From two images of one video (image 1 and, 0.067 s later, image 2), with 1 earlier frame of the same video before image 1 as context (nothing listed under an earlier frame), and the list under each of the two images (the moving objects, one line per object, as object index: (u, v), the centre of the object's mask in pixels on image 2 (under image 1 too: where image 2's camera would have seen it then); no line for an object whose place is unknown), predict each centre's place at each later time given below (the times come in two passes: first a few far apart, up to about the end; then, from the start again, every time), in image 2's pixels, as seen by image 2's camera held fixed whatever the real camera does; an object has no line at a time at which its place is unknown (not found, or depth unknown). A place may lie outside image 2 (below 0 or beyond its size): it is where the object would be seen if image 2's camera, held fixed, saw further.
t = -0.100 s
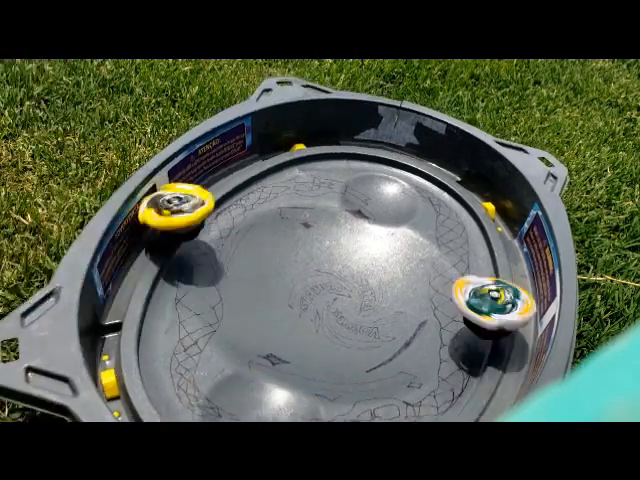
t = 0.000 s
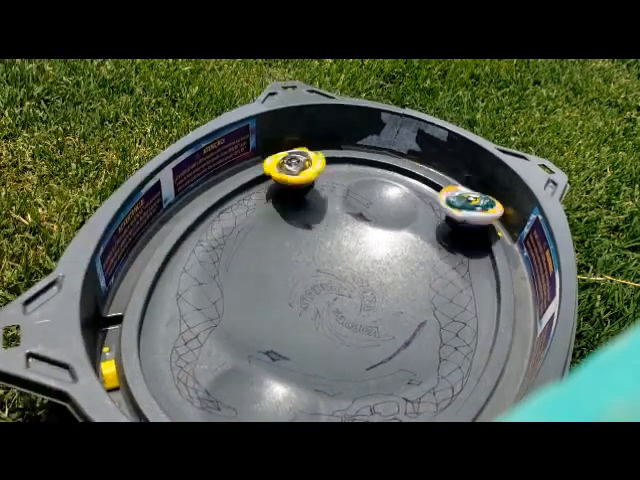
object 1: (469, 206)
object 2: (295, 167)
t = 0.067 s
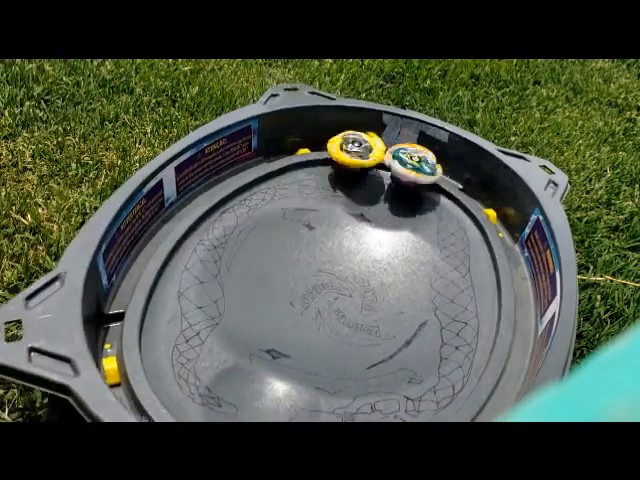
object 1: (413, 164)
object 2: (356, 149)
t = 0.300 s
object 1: (469, 204)
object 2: (228, 203)
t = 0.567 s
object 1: (481, 275)
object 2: (306, 408)
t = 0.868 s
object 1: (483, 274)
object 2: (391, 403)
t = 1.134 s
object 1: (369, 220)
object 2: (281, 408)
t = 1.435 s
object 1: (235, 298)
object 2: (262, 362)
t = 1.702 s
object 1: (289, 297)
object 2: (293, 373)
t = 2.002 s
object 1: (349, 236)
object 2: (280, 399)
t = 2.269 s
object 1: (343, 243)
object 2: (340, 314)
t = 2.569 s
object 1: (358, 217)
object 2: (354, 349)
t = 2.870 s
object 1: (364, 264)
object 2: (305, 316)
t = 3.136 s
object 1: (353, 279)
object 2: (270, 290)
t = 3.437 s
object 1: (345, 322)
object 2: (275, 248)
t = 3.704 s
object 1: (323, 313)
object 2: (341, 265)
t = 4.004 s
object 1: (294, 278)
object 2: (409, 301)
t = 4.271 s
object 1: (322, 267)
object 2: (355, 320)
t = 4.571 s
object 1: (366, 274)
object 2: (262, 283)
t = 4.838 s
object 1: (354, 302)
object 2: (289, 262)
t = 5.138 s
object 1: (312, 328)
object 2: (374, 273)
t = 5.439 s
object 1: (308, 291)
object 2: (374, 318)
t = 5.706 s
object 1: (336, 246)
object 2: (299, 309)
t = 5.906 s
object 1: (362, 258)
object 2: (297, 268)
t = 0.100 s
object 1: (419, 170)
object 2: (344, 125)
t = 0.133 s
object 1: (431, 175)
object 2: (325, 119)
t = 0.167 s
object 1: (447, 179)
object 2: (304, 124)
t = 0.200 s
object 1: (455, 188)
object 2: (280, 139)
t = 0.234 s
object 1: (459, 193)
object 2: (260, 164)
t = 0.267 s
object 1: (467, 197)
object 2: (246, 187)
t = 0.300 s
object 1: (469, 204)
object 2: (228, 203)
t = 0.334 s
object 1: (475, 212)
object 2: (207, 221)
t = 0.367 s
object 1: (478, 219)
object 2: (183, 240)
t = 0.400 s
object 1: (480, 224)
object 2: (169, 265)
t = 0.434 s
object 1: (483, 232)
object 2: (162, 300)
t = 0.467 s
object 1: (484, 241)
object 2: (167, 341)
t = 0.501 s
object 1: (484, 251)
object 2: (197, 380)
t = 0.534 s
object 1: (483, 262)
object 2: (247, 401)
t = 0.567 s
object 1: (481, 275)
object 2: (306, 408)
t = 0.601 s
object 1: (479, 290)
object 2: (358, 409)
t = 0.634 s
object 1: (474, 305)
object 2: (402, 401)
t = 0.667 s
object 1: (470, 319)
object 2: (431, 390)
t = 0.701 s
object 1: (477, 324)
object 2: (439, 385)
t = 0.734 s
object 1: (485, 311)
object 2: (428, 388)
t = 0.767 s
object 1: (488, 301)
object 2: (420, 393)
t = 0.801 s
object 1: (485, 289)
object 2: (411, 397)
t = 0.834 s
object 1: (486, 280)
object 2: (401, 400)
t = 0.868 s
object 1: (483, 274)
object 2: (391, 403)
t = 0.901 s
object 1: (478, 267)
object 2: (380, 406)
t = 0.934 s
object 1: (471, 260)
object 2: (365, 408)
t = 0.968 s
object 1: (461, 252)
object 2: (351, 409)
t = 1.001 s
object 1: (447, 244)
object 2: (337, 408)
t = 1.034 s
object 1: (430, 236)
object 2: (323, 408)
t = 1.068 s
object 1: (411, 229)
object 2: (310, 409)
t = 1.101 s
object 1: (391, 223)
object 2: (296, 408)
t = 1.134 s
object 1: (369, 220)
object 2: (281, 408)
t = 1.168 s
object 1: (347, 219)
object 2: (269, 406)
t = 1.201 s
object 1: (325, 221)
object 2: (261, 405)
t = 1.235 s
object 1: (302, 225)
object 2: (259, 403)
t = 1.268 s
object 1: (282, 232)
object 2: (262, 401)
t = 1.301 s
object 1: (264, 242)
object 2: (270, 398)
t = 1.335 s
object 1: (250, 254)
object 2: (278, 393)
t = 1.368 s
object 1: (240, 268)
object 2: (278, 382)
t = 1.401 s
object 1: (235, 282)
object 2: (272, 370)
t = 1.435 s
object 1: (235, 298)
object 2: (262, 362)
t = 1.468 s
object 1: (235, 297)
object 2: (250, 380)
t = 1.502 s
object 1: (236, 300)
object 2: (244, 393)
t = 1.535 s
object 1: (242, 302)
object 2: (251, 399)
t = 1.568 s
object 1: (249, 302)
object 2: (264, 401)
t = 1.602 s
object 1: (256, 302)
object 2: (281, 400)
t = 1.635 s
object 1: (266, 303)
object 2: (294, 395)
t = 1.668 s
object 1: (278, 301)
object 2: (298, 386)
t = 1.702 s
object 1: (289, 297)
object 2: (293, 373)
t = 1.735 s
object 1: (300, 293)
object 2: (282, 361)
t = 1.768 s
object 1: (311, 288)
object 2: (268, 354)
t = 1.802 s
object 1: (322, 280)
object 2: (252, 353)
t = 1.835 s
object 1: (329, 271)
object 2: (236, 359)
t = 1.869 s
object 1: (334, 264)
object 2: (227, 372)
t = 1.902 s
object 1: (340, 255)
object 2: (228, 386)
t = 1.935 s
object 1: (344, 248)
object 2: (238, 394)
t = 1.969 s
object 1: (347, 242)
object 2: (256, 399)
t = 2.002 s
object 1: (349, 236)
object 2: (280, 399)
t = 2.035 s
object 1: (351, 230)
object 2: (302, 395)
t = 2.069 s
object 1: (350, 226)
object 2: (313, 383)
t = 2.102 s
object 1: (349, 225)
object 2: (311, 364)
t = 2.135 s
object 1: (348, 226)
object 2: (311, 350)
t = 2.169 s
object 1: (345, 228)
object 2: (314, 338)
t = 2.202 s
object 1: (345, 232)
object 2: (320, 328)
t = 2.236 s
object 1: (345, 236)
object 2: (330, 321)
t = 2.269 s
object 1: (343, 243)
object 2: (340, 314)
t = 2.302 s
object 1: (342, 251)
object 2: (345, 304)
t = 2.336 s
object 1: (352, 243)
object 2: (342, 316)
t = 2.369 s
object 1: (362, 234)
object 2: (336, 326)
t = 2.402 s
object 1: (365, 225)
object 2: (338, 334)
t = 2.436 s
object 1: (366, 219)
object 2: (338, 340)
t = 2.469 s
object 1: (366, 215)
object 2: (343, 345)
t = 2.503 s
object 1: (364, 213)
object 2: (349, 348)
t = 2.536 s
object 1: (361, 214)
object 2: (349, 349)
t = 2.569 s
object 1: (358, 217)
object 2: (354, 349)
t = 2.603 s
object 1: (356, 223)
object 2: (357, 349)
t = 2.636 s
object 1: (352, 229)
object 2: (354, 344)
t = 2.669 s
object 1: (349, 238)
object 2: (356, 341)
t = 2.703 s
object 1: (346, 249)
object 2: (355, 336)
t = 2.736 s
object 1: (345, 259)
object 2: (347, 327)
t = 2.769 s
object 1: (344, 271)
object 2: (344, 321)
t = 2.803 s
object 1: (354, 269)
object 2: (328, 321)
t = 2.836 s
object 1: (361, 264)
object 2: (312, 318)
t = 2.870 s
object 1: (364, 264)
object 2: (305, 316)
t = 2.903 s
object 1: (365, 262)
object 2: (298, 313)
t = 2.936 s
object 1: (367, 264)
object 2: (289, 312)
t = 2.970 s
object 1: (366, 264)
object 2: (282, 308)
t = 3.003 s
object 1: (365, 267)
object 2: (274, 302)
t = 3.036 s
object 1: (363, 269)
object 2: (272, 299)
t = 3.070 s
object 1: (360, 272)
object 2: (271, 296)
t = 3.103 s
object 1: (357, 276)
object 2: (268, 293)
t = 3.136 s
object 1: (353, 279)
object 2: (270, 290)
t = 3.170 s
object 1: (350, 284)
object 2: (270, 284)
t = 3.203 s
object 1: (346, 288)
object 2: (275, 282)
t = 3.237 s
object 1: (348, 295)
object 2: (273, 273)
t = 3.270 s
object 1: (348, 302)
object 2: (269, 268)
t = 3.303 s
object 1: (347, 307)
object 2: (268, 262)
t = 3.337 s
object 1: (349, 311)
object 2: (267, 257)
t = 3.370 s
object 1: (347, 316)
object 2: (269, 253)
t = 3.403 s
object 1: (346, 318)
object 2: (270, 249)
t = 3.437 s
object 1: (345, 322)
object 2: (275, 248)
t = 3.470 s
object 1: (343, 323)
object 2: (280, 246)
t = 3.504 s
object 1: (341, 325)
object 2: (286, 249)
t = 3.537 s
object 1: (339, 324)
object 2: (294, 249)
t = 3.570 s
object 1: (336, 324)
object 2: (303, 253)
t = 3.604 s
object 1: (334, 322)
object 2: (313, 255)
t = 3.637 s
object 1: (330, 320)
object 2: (321, 259)
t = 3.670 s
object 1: (327, 317)
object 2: (331, 262)
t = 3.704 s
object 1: (323, 313)
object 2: (341, 265)
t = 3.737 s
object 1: (321, 309)
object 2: (353, 269)
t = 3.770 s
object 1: (312, 304)
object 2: (363, 273)
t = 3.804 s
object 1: (309, 300)
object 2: (374, 277)
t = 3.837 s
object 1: (304, 297)
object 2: (382, 282)
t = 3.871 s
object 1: (299, 292)
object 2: (391, 284)
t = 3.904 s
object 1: (297, 289)
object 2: (398, 289)
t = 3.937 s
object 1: (295, 285)
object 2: (404, 293)
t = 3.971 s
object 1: (294, 281)
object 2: (407, 296)
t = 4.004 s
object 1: (294, 278)
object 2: (409, 301)
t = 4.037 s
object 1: (295, 275)
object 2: (408, 304)
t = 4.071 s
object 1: (297, 272)
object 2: (406, 308)
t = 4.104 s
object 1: (299, 270)
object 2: (401, 312)
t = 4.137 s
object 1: (303, 268)
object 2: (395, 315)
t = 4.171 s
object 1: (307, 268)
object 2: (386, 317)
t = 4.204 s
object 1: (311, 267)
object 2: (377, 319)
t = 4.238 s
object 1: (316, 267)
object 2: (366, 320)
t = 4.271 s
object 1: (322, 267)
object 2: (355, 320)
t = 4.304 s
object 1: (328, 268)
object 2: (342, 320)
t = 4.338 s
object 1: (334, 268)
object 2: (329, 319)
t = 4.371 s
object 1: (342, 268)
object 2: (314, 316)
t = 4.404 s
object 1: (347, 269)
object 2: (304, 313)
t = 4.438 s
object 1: (352, 268)
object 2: (292, 309)
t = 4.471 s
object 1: (358, 269)
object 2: (282, 304)
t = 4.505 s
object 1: (361, 270)
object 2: (273, 296)
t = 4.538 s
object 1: (364, 272)
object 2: (267, 291)
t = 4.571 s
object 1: (366, 274)
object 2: (262, 283)
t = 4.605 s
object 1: (368, 277)
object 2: (261, 279)
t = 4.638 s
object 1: (368, 280)
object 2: (258, 274)
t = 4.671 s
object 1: (368, 284)
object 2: (261, 271)
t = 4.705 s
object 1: (366, 288)
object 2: (263, 267)
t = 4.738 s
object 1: (364, 292)
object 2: (269, 265)
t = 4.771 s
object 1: (361, 296)
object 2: (274, 264)
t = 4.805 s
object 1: (358, 300)
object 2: (281, 262)
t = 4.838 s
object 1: (354, 302)
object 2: (289, 262)
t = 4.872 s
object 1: (349, 304)
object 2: (298, 262)
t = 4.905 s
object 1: (343, 311)
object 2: (308, 260)
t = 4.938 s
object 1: (335, 317)
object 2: (318, 259)
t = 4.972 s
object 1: (332, 320)
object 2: (329, 261)
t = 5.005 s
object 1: (329, 323)
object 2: (337, 263)
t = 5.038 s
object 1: (324, 327)
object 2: (347, 263)
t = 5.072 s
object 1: (319, 328)
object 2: (359, 267)
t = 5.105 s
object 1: (317, 328)
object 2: (367, 270)
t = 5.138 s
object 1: (312, 328)
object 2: (374, 273)
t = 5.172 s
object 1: (307, 326)
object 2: (381, 276)
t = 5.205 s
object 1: (305, 324)
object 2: (387, 282)
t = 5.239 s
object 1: (302, 322)
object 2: (390, 288)
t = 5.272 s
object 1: (301, 318)
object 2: (392, 292)
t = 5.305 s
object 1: (302, 314)
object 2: (393, 297)
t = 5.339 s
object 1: (304, 310)
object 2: (390, 303)
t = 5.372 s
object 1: (304, 305)
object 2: (385, 308)
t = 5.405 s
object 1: (305, 298)
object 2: (378, 313)
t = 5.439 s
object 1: (308, 291)
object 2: (374, 318)
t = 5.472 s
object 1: (310, 283)
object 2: (368, 320)
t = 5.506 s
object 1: (314, 279)
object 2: (355, 322)
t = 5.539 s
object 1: (315, 271)
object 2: (345, 327)
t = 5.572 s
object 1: (317, 261)
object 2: (337, 327)
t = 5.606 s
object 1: (322, 256)
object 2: (327, 323)
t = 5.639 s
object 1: (327, 252)
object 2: (317, 316)
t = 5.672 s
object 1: (331, 250)
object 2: (307, 312)
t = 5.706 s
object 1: (336, 246)
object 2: (299, 309)
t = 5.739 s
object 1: (343, 243)
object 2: (294, 302)
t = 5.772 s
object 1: (348, 245)
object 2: (290, 294)
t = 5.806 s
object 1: (351, 247)
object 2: (291, 287)
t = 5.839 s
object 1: (356, 249)
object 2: (291, 280)
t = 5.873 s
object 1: (359, 253)
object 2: (293, 271)
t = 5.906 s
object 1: (362, 258)
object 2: (297, 268)
